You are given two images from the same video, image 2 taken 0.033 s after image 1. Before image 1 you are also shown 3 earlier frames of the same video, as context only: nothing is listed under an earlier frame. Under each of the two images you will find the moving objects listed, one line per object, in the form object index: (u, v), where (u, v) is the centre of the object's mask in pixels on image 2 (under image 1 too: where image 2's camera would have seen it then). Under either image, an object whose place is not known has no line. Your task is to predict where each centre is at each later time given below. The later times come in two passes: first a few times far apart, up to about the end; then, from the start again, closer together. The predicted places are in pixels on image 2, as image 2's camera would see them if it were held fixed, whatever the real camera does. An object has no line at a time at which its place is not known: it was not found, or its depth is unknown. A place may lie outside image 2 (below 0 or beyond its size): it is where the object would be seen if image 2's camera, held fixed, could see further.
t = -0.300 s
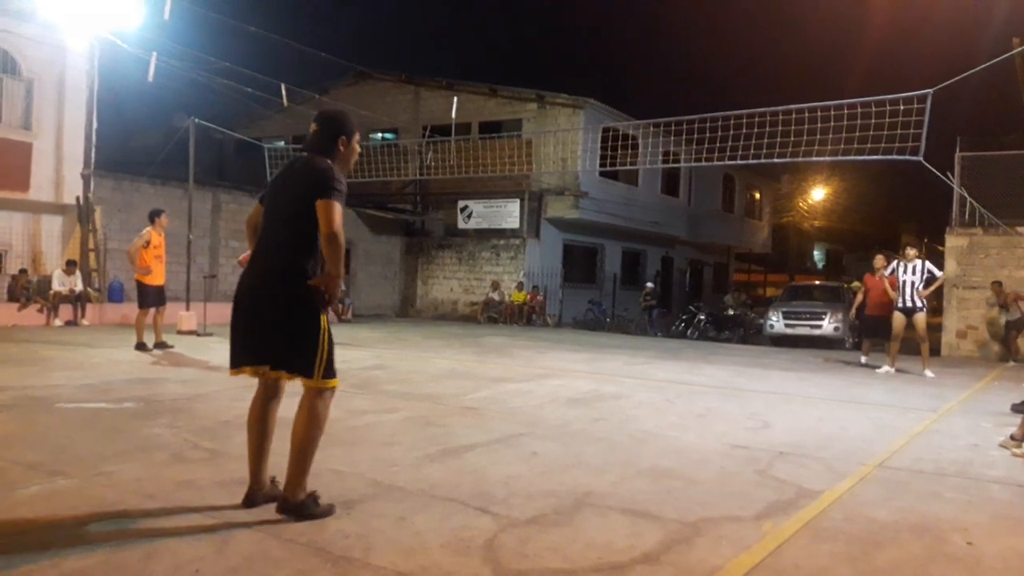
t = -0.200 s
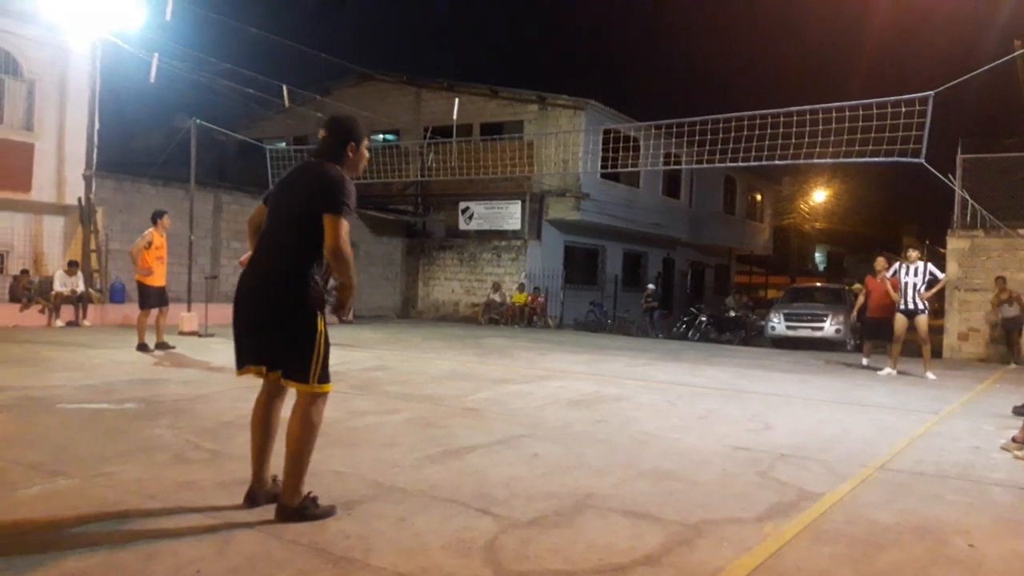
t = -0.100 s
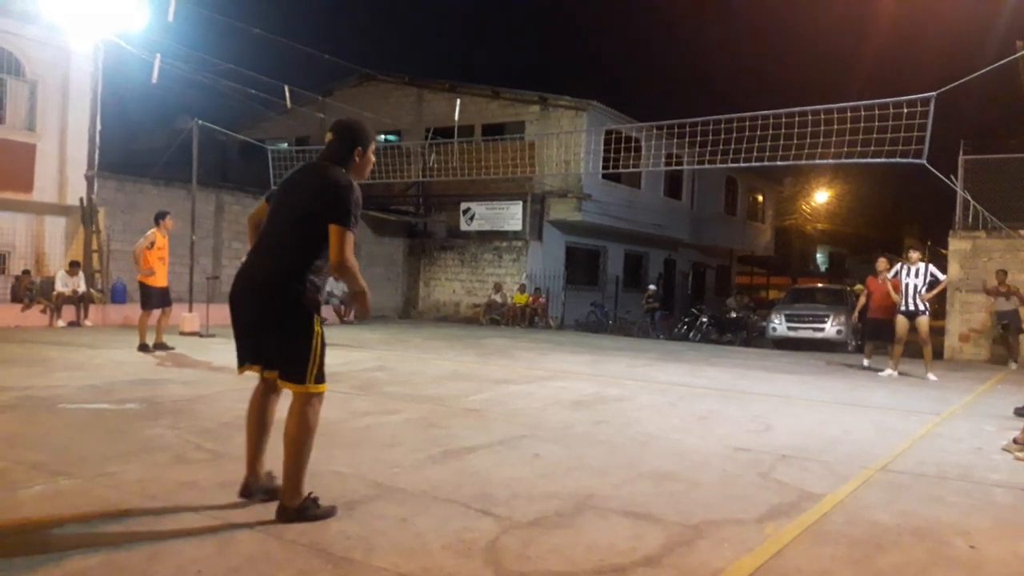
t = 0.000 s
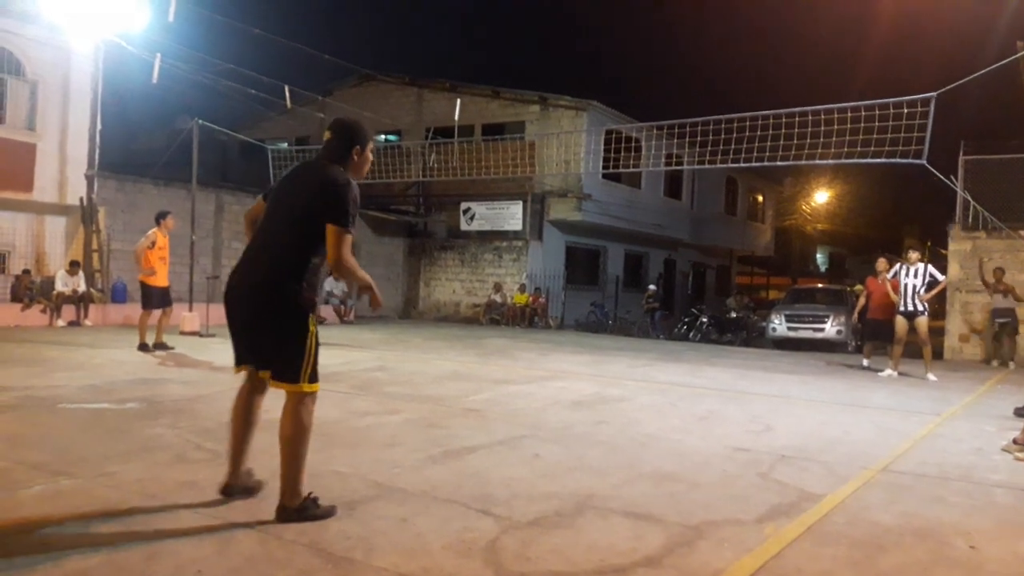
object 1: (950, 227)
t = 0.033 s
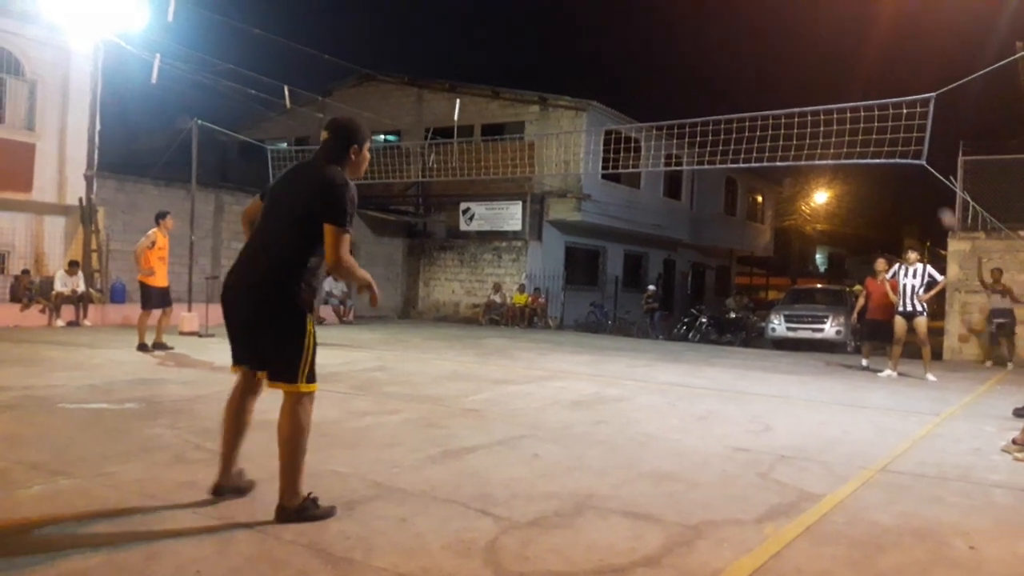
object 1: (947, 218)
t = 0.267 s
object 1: (886, 120)
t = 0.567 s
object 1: (763, 30)
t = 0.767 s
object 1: (638, 13)
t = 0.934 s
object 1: (487, 42)
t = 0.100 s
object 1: (932, 189)
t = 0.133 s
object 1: (923, 175)
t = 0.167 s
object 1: (914, 160)
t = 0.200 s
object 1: (905, 146)
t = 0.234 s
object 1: (895, 133)
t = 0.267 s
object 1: (886, 120)
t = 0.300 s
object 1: (875, 107)
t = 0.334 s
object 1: (862, 93)
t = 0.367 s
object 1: (851, 84)
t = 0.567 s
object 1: (763, 30)
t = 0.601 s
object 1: (746, 23)
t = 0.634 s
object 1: (727, 18)
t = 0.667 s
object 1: (709, 15)
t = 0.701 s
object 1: (685, 14)
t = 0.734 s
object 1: (663, 13)
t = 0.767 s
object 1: (638, 13)
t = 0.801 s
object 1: (613, 14)
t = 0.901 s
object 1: (521, 31)
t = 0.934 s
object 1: (487, 42)
